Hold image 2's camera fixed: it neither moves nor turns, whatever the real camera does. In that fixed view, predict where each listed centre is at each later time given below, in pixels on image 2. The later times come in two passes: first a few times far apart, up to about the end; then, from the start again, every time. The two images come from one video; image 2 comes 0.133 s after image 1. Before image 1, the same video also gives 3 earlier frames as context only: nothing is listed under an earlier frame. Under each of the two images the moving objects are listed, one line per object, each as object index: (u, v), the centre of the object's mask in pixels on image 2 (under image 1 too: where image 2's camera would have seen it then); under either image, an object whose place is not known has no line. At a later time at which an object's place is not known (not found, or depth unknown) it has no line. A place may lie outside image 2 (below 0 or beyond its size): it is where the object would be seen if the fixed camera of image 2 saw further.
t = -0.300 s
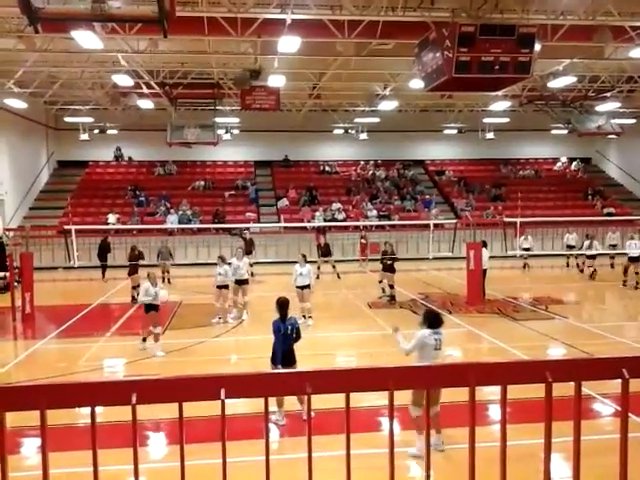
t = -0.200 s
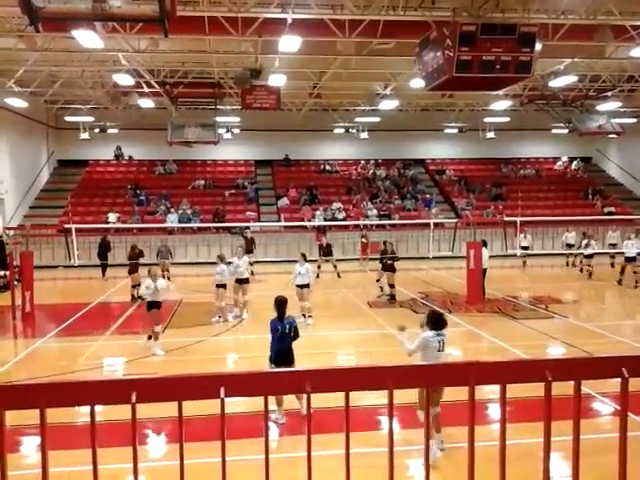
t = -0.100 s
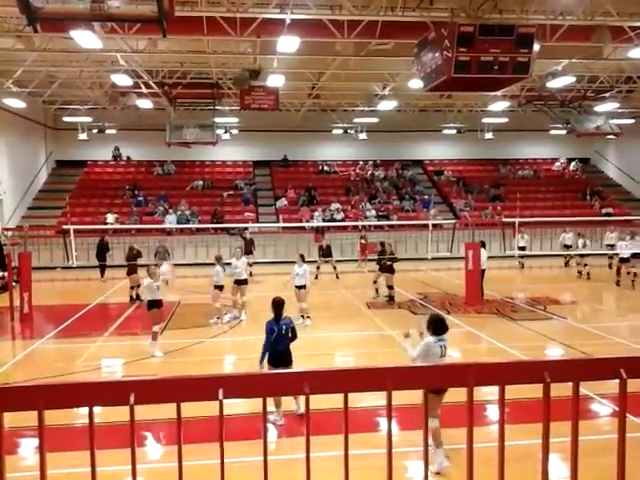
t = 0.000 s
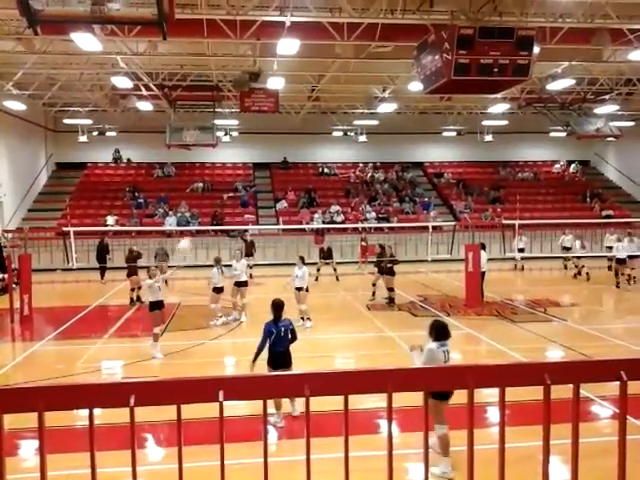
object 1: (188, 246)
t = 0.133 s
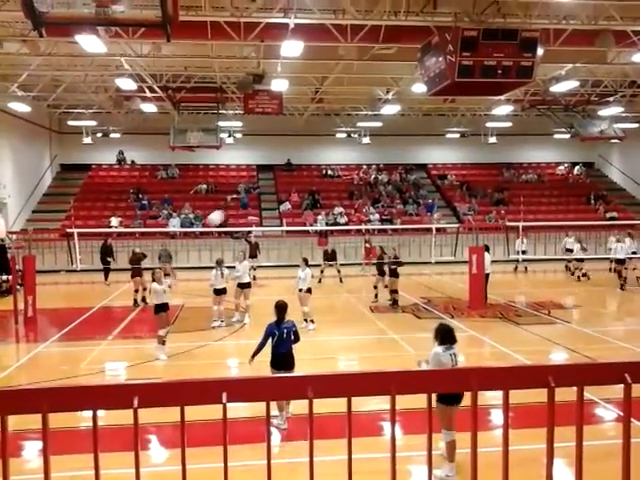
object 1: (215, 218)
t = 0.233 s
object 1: (238, 202)
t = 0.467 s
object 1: (301, 187)
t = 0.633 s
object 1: (353, 200)
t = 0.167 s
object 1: (223, 212)
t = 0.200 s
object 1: (230, 207)
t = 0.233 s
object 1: (238, 202)
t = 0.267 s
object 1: (246, 198)
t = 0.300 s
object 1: (255, 194)
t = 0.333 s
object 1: (264, 192)
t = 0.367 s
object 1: (272, 190)
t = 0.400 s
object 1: (282, 189)
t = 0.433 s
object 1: (291, 187)
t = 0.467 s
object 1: (301, 187)
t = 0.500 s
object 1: (310, 188)
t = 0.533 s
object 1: (321, 190)
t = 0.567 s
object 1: (331, 193)
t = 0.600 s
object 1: (342, 195)
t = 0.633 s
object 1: (353, 200)
